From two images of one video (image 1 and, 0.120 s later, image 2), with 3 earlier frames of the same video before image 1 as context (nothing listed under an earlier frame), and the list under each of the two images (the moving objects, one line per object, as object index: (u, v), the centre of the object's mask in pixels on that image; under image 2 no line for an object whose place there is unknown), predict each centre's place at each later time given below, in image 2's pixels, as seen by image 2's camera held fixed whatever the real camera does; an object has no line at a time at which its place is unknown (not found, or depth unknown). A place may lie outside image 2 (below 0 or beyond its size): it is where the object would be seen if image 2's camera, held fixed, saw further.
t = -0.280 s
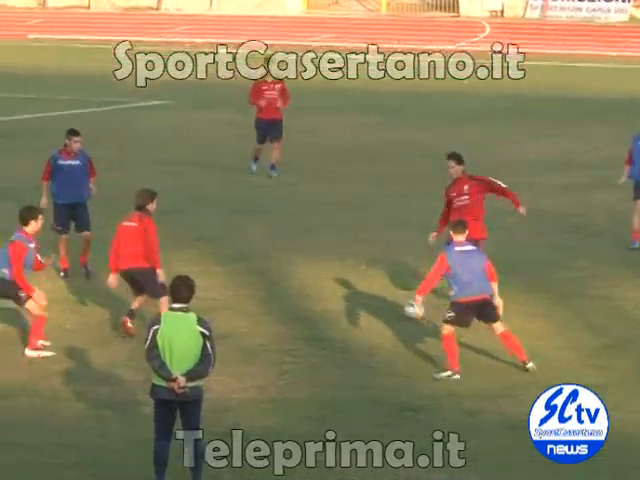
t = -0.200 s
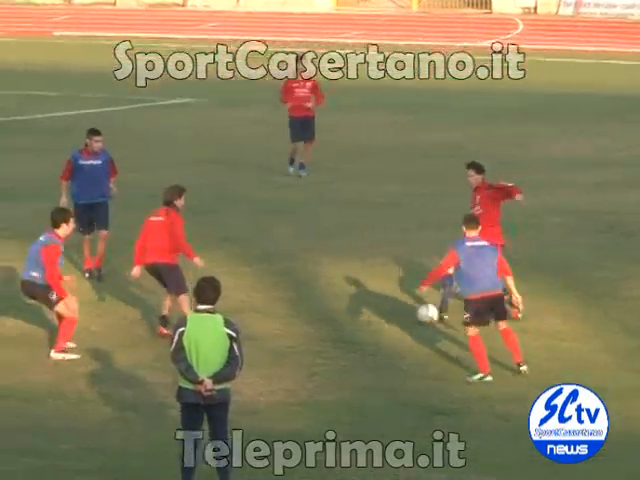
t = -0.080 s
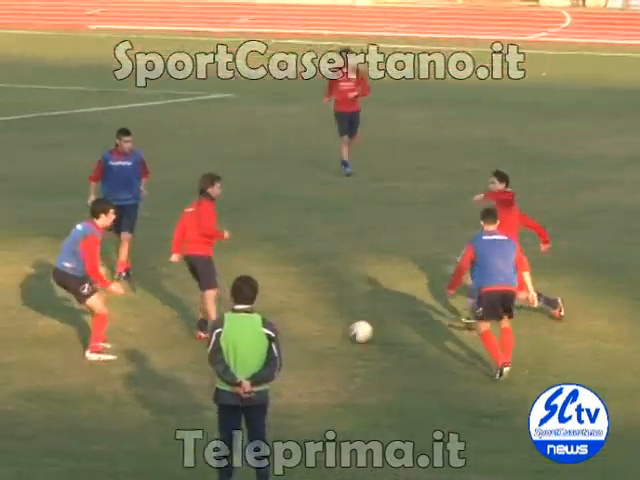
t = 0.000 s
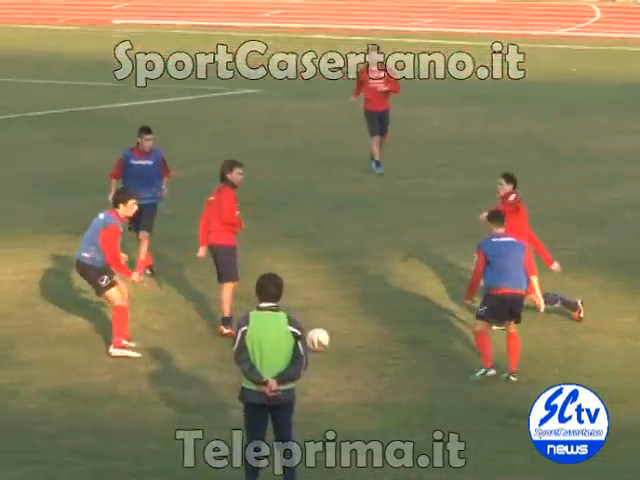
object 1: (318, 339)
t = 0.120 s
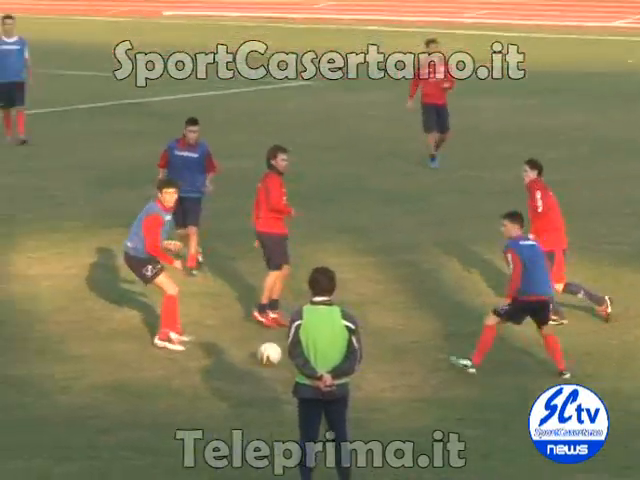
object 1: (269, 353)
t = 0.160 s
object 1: (237, 359)
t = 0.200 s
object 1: (205, 367)
